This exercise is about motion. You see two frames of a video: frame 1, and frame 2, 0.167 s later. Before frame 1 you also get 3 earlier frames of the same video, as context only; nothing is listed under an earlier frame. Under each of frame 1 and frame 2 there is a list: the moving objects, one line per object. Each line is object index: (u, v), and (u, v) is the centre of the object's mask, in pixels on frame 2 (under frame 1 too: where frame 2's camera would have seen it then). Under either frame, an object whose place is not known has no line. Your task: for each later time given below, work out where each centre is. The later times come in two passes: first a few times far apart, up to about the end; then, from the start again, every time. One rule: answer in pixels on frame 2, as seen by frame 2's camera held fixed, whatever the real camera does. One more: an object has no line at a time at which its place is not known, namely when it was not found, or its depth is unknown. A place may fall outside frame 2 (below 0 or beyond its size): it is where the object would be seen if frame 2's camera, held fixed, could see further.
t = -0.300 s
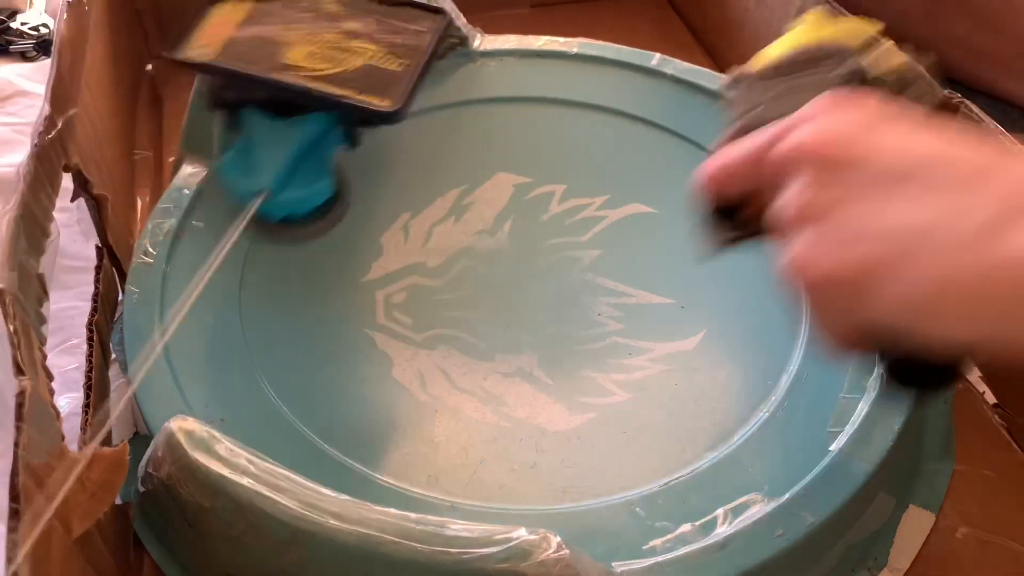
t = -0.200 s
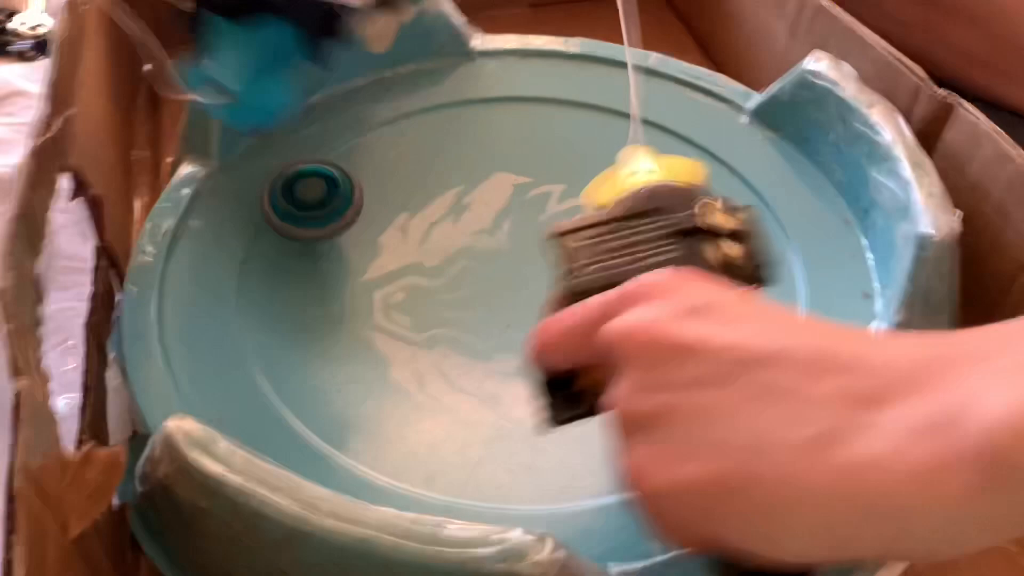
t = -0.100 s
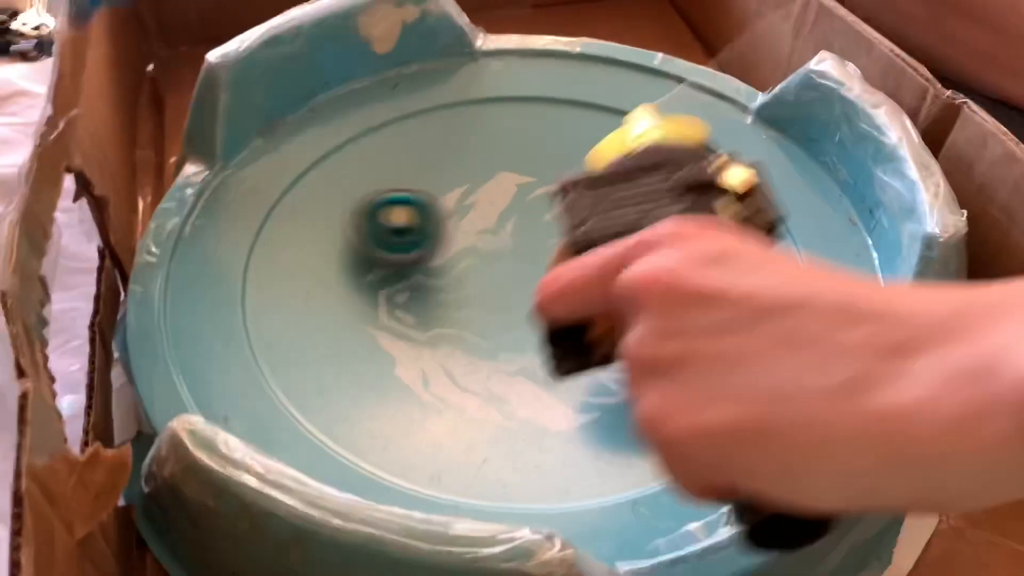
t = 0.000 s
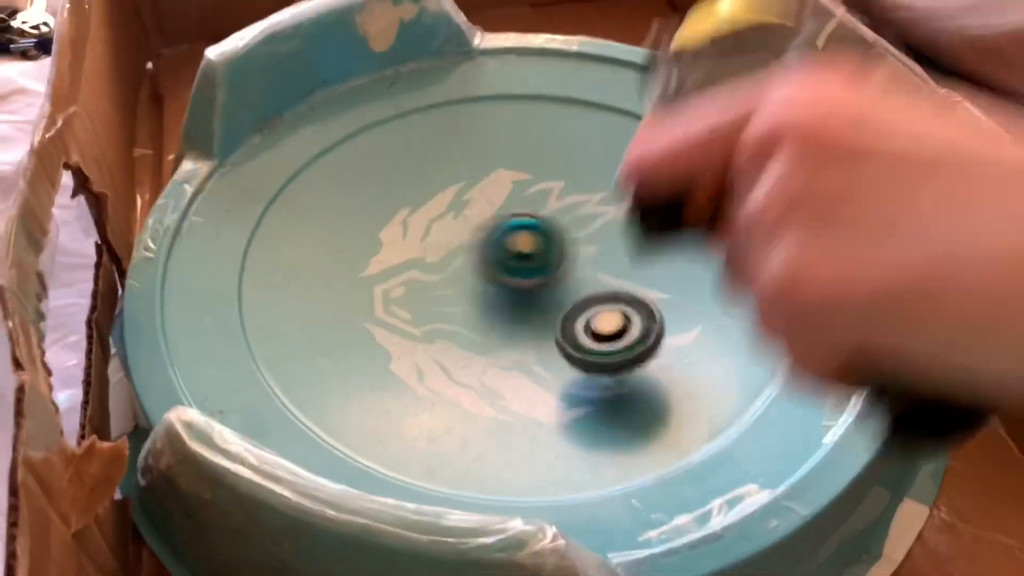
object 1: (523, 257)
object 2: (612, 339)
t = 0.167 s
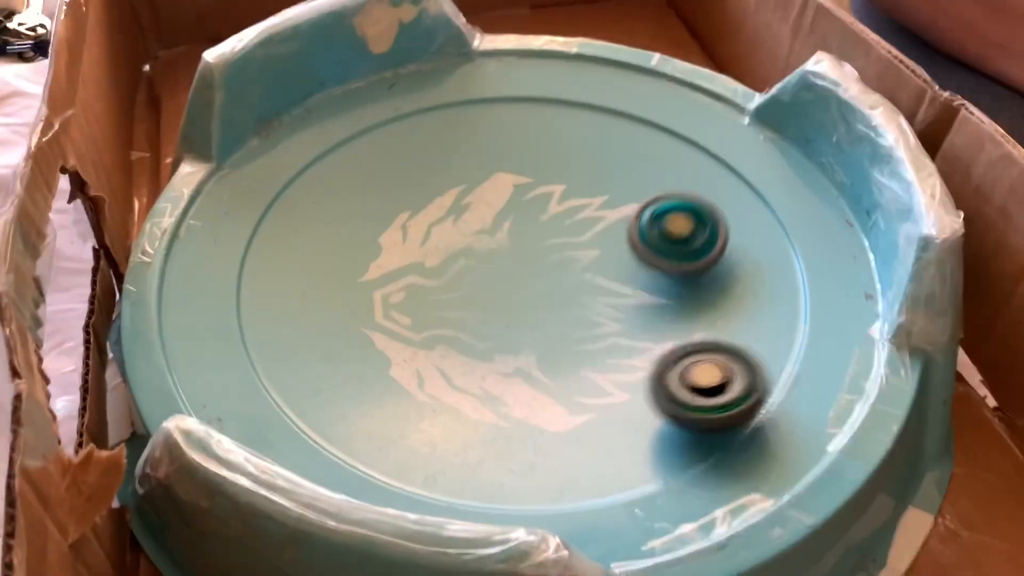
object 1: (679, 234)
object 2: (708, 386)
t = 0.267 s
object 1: (699, 188)
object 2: (773, 359)
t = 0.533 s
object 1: (664, 127)
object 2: (531, 275)
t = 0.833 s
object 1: (603, 132)
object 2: (505, 477)
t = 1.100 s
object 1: (535, 206)
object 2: (615, 246)
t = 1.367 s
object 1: (322, 244)
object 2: (410, 277)
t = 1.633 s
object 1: (429, 462)
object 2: (629, 457)
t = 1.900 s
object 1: (790, 329)
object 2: (618, 173)
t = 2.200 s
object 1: (726, 192)
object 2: (191, 307)
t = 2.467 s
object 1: (554, 166)
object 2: (444, 414)
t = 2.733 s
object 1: (432, 254)
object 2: (558, 156)
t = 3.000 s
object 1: (477, 353)
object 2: (259, 184)
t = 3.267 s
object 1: (702, 329)
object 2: (407, 379)
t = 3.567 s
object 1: (641, 146)
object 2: (591, 299)
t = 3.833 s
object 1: (414, 106)
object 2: (424, 186)
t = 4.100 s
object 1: (309, 120)
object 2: (318, 325)
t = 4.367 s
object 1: (295, 162)
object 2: (571, 277)
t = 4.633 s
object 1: (359, 243)
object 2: (427, 121)
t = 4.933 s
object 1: (466, 273)
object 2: (340, 266)
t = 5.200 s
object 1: (625, 162)
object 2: (612, 378)
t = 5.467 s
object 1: (588, 111)
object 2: (668, 150)
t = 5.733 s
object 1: (413, 144)
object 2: (624, 146)
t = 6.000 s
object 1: (359, 303)
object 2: (579, 251)
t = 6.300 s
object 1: (767, 447)
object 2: (742, 226)
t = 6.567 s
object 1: (693, 282)
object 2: (578, 227)
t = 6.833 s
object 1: (719, 248)
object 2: (272, 355)
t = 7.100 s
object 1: (672, 238)
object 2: (594, 445)
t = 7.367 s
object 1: (604, 237)
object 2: (549, 305)
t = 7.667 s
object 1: (527, 279)
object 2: (355, 339)
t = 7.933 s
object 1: (519, 293)
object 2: (469, 416)
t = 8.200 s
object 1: (548, 78)
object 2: (596, 371)
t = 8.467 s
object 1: (362, 191)
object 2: (480, 224)
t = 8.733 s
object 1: (267, 302)
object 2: (402, 213)
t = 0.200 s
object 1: (690, 220)
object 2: (737, 382)
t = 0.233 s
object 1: (696, 204)
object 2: (759, 373)
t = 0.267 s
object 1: (699, 188)
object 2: (773, 359)
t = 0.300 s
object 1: (700, 173)
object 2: (779, 339)
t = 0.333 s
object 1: (699, 160)
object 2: (772, 320)
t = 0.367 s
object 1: (697, 148)
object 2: (748, 304)
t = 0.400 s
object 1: (692, 138)
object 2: (715, 288)
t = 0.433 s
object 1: (689, 130)
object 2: (674, 276)
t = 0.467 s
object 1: (681, 129)
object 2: (627, 269)
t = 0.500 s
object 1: (672, 129)
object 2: (580, 269)
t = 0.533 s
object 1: (664, 127)
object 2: (531, 275)
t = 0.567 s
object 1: (659, 125)
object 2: (485, 284)
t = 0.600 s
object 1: (654, 124)
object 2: (440, 303)
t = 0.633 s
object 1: (650, 123)
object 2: (403, 324)
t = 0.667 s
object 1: (644, 122)
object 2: (372, 353)
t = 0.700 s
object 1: (638, 122)
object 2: (349, 389)
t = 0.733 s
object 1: (632, 123)
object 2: (344, 429)
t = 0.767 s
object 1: (624, 125)
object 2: (387, 449)
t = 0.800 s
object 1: (614, 128)
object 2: (442, 478)
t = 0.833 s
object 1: (603, 132)
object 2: (505, 477)
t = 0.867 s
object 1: (590, 138)
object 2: (564, 472)
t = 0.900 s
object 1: (579, 146)
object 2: (616, 448)
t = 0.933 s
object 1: (568, 156)
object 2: (653, 419)
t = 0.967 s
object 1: (558, 166)
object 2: (672, 385)
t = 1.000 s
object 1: (551, 176)
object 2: (677, 347)
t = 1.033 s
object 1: (546, 188)
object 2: (668, 311)
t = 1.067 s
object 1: (543, 200)
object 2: (640, 273)
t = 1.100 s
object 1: (535, 206)
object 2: (615, 246)
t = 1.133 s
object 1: (507, 201)
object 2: (598, 234)
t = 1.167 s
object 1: (485, 198)
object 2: (575, 225)
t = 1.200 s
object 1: (456, 198)
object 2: (555, 221)
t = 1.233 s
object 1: (432, 202)
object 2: (526, 221)
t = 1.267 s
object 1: (404, 207)
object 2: (498, 227)
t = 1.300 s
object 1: (374, 215)
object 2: (469, 238)
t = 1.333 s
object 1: (348, 228)
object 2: (437, 254)
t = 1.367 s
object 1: (322, 244)
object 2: (410, 277)
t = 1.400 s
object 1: (298, 260)
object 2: (391, 305)
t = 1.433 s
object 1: (280, 282)
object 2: (382, 341)
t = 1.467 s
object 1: (271, 310)
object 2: (385, 378)
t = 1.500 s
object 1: (271, 341)
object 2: (406, 416)
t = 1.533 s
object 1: (283, 377)
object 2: (444, 449)
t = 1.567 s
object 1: (311, 410)
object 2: (494, 469)
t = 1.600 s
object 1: (364, 442)
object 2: (562, 470)
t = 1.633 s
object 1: (429, 462)
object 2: (629, 457)
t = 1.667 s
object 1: (500, 475)
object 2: (685, 431)
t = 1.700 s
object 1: (576, 477)
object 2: (723, 396)
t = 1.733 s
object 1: (645, 456)
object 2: (742, 358)
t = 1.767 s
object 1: (701, 433)
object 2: (744, 314)
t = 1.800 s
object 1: (739, 406)
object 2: (731, 272)
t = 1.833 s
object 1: (764, 377)
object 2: (703, 232)
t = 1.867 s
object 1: (779, 351)
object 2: (663, 198)
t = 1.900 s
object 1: (790, 329)
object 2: (618, 173)
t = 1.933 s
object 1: (794, 309)
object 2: (563, 153)
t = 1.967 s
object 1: (795, 291)
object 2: (505, 141)
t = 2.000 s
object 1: (793, 275)
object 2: (446, 138)
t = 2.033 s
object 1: (787, 259)
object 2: (385, 144)
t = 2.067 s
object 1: (779, 244)
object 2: (329, 158)
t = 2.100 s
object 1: (769, 230)
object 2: (275, 179)
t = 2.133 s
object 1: (756, 216)
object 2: (240, 219)
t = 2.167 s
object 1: (742, 203)
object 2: (211, 263)
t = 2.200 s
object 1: (726, 192)
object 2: (191, 307)
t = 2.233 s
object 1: (707, 182)
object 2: (180, 347)
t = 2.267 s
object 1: (688, 173)
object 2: (194, 367)
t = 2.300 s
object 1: (668, 168)
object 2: (225, 367)
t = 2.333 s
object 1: (647, 164)
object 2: (261, 381)
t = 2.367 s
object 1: (623, 163)
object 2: (302, 397)
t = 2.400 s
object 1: (599, 162)
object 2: (344, 409)
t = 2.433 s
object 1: (577, 163)
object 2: (390, 416)
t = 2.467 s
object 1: (554, 166)
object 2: (444, 414)
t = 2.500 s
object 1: (531, 172)
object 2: (498, 402)
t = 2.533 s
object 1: (512, 181)
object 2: (548, 381)
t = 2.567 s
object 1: (493, 190)
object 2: (585, 345)
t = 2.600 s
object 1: (475, 203)
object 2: (606, 308)
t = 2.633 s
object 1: (460, 214)
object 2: (613, 268)
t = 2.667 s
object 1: (448, 226)
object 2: (606, 227)
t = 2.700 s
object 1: (439, 240)
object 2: (586, 189)
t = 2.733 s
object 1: (432, 254)
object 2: (558, 156)
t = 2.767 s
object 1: (429, 268)
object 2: (521, 128)
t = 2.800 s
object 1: (428, 283)
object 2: (478, 107)
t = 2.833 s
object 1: (430, 297)
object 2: (433, 94)
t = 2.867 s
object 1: (435, 311)
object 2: (381, 97)
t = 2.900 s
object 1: (441, 325)
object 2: (330, 114)
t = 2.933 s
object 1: (451, 334)
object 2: (288, 128)
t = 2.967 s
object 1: (463, 345)
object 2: (272, 156)
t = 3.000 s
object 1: (477, 353)
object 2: (259, 184)
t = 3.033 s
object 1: (492, 359)
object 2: (255, 216)
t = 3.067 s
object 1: (507, 365)
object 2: (261, 253)
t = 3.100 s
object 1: (521, 367)
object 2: (282, 288)
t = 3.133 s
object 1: (537, 369)
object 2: (316, 321)
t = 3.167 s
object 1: (550, 368)
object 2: (364, 349)
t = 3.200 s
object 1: (563, 366)
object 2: (426, 367)
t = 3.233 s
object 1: (610, 357)
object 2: (444, 371)
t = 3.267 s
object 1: (702, 329)
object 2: (407, 379)
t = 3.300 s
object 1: (767, 300)
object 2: (392, 381)
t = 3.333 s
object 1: (811, 262)
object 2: (393, 384)
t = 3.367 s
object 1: (825, 232)
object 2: (411, 387)
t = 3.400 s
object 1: (807, 210)
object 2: (440, 390)
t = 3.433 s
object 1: (775, 192)
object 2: (482, 388)
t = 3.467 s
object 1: (741, 176)
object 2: (523, 376)
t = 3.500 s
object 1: (704, 162)
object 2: (557, 356)
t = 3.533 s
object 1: (671, 152)
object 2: (581, 328)
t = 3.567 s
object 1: (641, 146)
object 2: (591, 299)
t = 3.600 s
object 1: (608, 141)
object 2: (593, 266)
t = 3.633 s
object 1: (577, 140)
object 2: (583, 237)
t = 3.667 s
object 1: (545, 143)
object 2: (566, 213)
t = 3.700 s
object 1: (513, 113)
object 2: (543, 206)
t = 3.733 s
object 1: (484, 89)
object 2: (518, 203)
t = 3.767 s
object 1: (460, 83)
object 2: (489, 198)
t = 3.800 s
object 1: (435, 93)
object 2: (458, 192)
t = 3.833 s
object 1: (414, 106)
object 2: (424, 186)
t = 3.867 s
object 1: (390, 113)
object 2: (392, 190)
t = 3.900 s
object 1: (371, 98)
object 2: (366, 206)
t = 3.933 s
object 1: (356, 99)
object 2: (343, 228)
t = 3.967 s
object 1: (344, 101)
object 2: (324, 243)
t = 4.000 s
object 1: (334, 104)
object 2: (309, 260)
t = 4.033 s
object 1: (326, 108)
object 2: (301, 281)
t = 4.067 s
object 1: (317, 115)
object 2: (303, 303)
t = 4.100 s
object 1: (309, 120)
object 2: (318, 325)
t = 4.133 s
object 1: (302, 126)
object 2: (342, 343)
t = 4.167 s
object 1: (298, 130)
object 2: (377, 356)
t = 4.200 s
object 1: (295, 135)
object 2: (417, 361)
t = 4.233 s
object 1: (293, 139)
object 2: (461, 360)
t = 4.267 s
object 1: (292, 143)
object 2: (501, 348)
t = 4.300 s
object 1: (292, 148)
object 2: (533, 329)
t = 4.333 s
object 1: (292, 153)
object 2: (556, 304)
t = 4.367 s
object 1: (295, 162)
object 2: (571, 277)
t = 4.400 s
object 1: (304, 177)
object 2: (575, 248)
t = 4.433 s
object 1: (312, 188)
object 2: (569, 219)
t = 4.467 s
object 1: (318, 198)
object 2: (558, 193)
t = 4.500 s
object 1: (326, 208)
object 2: (539, 171)
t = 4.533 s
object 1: (334, 218)
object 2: (515, 151)
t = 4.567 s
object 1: (342, 227)
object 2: (487, 137)
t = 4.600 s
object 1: (350, 235)
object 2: (458, 127)
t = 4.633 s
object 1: (359, 243)
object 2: (427, 121)
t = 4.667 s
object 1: (369, 250)
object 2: (397, 121)
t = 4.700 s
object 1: (380, 257)
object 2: (369, 124)
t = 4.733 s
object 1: (391, 263)
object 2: (344, 133)
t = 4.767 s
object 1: (403, 268)
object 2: (326, 146)
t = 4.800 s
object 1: (416, 272)
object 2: (312, 164)
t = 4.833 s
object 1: (430, 274)
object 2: (307, 186)
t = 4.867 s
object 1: (443, 275)
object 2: (309, 212)
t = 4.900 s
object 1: (455, 275)
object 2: (319, 239)
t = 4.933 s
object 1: (466, 273)
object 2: (340, 266)
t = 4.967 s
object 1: (477, 271)
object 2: (371, 290)
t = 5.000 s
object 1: (491, 267)
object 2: (404, 314)
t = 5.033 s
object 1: (536, 245)
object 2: (409, 345)
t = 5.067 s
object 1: (573, 225)
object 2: (429, 370)
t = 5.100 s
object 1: (601, 207)
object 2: (462, 388)
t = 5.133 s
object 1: (617, 190)
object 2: (509, 396)
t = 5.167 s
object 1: (625, 175)
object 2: (561, 393)
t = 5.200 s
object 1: (625, 162)
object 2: (612, 378)
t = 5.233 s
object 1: (623, 149)
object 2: (655, 354)
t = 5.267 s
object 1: (618, 139)
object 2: (685, 325)
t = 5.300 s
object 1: (613, 130)
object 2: (706, 293)
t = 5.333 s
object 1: (608, 123)
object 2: (716, 260)
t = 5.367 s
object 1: (602, 118)
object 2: (715, 227)
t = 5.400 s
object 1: (597, 114)
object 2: (706, 198)
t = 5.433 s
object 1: (592, 112)
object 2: (689, 171)
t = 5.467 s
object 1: (588, 111)
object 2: (668, 150)
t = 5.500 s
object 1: (556, 92)
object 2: (675, 150)
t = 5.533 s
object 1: (514, 73)
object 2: (687, 158)
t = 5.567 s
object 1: (477, 62)
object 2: (690, 162)
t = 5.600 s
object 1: (453, 72)
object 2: (686, 163)
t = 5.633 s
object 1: (437, 84)
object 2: (677, 160)
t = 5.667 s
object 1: (422, 106)
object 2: (664, 154)
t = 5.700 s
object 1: (415, 125)
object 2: (646, 148)
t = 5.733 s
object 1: (413, 144)
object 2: (624, 146)
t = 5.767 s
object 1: (414, 161)
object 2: (599, 149)
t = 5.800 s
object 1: (417, 178)
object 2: (574, 158)
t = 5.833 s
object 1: (423, 194)
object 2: (552, 170)
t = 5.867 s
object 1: (431, 211)
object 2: (533, 187)
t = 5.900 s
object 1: (410, 231)
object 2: (539, 204)
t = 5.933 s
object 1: (384, 251)
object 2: (553, 219)
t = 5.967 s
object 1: (367, 275)
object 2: (565, 236)
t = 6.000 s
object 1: (359, 303)
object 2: (579, 251)
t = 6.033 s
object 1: (362, 335)
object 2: (597, 263)
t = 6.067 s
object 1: (374, 368)
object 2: (618, 273)
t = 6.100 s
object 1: (400, 402)
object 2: (641, 278)
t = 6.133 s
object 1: (441, 434)
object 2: (665, 278)
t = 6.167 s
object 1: (494, 460)
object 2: (688, 273)
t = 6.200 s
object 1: (560, 478)
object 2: (709, 265)
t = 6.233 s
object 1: (630, 471)
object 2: (725, 253)
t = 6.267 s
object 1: (701, 463)
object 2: (736, 240)
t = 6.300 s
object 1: (767, 447)
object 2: (742, 226)
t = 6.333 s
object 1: (823, 424)
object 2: (739, 213)
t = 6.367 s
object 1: (856, 385)
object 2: (727, 202)
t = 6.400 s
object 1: (870, 352)
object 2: (708, 195)
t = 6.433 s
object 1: (847, 321)
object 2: (683, 193)
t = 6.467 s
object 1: (806, 310)
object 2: (656, 196)
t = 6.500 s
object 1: (767, 308)
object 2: (629, 203)
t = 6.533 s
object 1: (728, 294)
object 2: (602, 212)
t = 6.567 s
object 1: (693, 282)
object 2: (578, 227)
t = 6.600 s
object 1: (661, 269)
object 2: (560, 244)
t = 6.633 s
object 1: (681, 266)
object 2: (497, 250)
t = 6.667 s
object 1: (708, 263)
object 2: (434, 252)
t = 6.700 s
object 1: (721, 261)
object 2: (378, 259)
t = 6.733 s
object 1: (724, 257)
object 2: (338, 271)
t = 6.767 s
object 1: (724, 254)
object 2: (308, 293)
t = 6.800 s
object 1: (722, 251)
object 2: (285, 321)
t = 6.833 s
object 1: (719, 248)
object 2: (272, 355)
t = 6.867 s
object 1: (715, 246)
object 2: (290, 379)
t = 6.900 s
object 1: (710, 244)
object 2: (327, 415)
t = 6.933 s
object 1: (705, 242)
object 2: (379, 438)
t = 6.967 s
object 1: (700, 241)
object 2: (420, 457)
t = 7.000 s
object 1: (693, 239)
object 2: (478, 461)
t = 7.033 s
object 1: (687, 238)
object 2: (532, 462)
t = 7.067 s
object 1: (680, 237)
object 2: (570, 457)
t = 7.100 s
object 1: (672, 238)
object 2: (594, 445)
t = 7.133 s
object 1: (664, 238)
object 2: (610, 427)
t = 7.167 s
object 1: (655, 239)
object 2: (618, 407)
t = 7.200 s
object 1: (646, 240)
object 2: (621, 386)
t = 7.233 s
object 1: (637, 243)
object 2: (619, 363)
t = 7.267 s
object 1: (627, 246)
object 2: (610, 341)
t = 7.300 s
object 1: (617, 249)
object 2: (597, 322)
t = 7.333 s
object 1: (611, 241)
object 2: (574, 313)
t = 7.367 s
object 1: (604, 237)
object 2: (549, 305)
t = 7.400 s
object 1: (595, 238)
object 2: (522, 298)
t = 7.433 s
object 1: (586, 241)
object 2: (494, 294)
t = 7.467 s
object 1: (577, 245)
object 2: (468, 293)
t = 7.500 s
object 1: (567, 250)
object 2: (442, 293)
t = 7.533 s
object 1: (558, 256)
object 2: (417, 298)
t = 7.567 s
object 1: (549, 261)
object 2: (397, 304)
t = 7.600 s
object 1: (541, 266)
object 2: (379, 313)
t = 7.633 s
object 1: (534, 272)
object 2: (365, 326)
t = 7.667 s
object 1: (527, 279)
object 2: (355, 339)
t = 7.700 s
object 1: (522, 284)
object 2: (352, 355)
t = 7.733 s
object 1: (517, 290)
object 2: (356, 369)
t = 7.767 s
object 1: (513, 297)
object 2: (366, 384)
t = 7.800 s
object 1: (510, 302)
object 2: (385, 394)
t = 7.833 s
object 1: (507, 308)
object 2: (410, 400)
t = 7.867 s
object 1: (505, 312)
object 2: (438, 398)
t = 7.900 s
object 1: (504, 317)
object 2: (465, 391)
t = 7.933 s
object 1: (519, 293)
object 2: (469, 416)
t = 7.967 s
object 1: (544, 244)
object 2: (465, 450)
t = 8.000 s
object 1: (563, 203)
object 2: (471, 470)
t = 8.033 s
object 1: (575, 165)
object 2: (505, 460)
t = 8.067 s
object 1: (581, 134)
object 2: (537, 449)
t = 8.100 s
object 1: (580, 110)
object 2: (561, 433)
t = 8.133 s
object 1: (575, 90)
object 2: (578, 414)
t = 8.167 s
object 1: (562, 78)
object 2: (589, 393)
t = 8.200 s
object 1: (548, 78)
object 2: (596, 371)
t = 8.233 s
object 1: (530, 87)
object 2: (597, 348)
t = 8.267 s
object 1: (508, 97)
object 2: (594, 325)
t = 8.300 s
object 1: (481, 111)
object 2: (584, 304)
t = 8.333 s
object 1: (450, 128)
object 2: (568, 284)
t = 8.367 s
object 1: (420, 144)
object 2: (550, 265)
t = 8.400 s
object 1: (396, 161)
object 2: (528, 249)
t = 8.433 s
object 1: (376, 176)
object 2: (505, 236)
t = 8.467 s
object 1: (362, 191)
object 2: (480, 224)
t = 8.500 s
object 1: (350, 206)
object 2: (455, 216)
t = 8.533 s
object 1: (323, 218)
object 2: (447, 213)
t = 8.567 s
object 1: (296, 231)
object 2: (448, 210)
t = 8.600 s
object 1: (280, 245)
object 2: (444, 209)
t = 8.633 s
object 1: (272, 260)
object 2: (437, 207)
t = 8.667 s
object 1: (268, 276)
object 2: (426, 207)
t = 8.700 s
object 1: (266, 289)
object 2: (413, 208)
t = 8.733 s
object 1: (267, 302)
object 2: (402, 213)
